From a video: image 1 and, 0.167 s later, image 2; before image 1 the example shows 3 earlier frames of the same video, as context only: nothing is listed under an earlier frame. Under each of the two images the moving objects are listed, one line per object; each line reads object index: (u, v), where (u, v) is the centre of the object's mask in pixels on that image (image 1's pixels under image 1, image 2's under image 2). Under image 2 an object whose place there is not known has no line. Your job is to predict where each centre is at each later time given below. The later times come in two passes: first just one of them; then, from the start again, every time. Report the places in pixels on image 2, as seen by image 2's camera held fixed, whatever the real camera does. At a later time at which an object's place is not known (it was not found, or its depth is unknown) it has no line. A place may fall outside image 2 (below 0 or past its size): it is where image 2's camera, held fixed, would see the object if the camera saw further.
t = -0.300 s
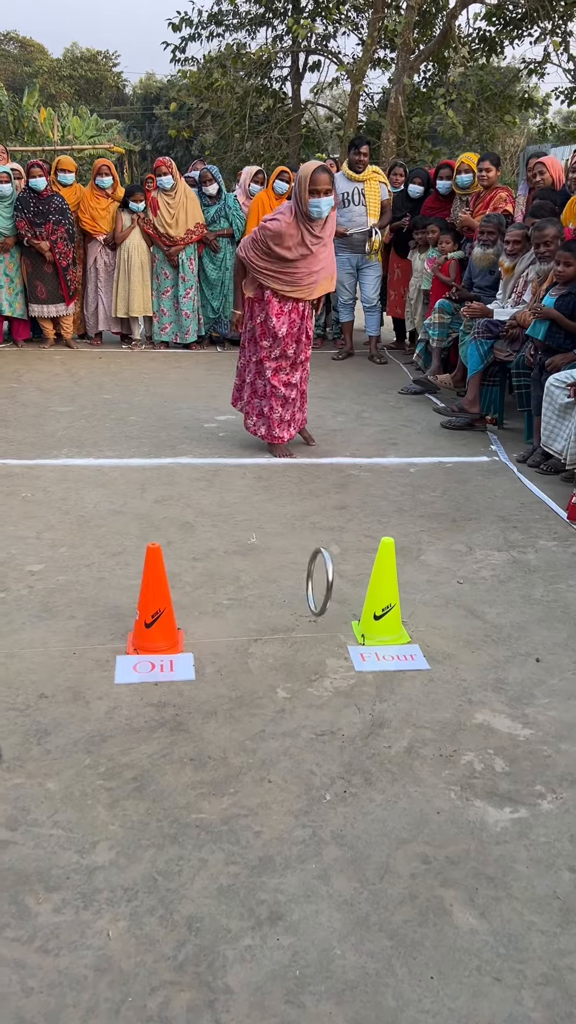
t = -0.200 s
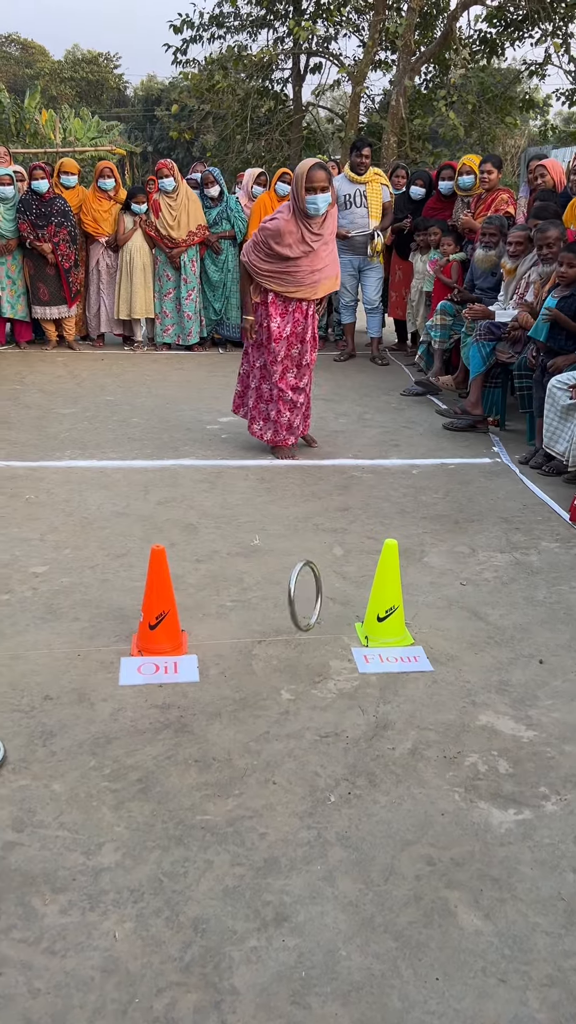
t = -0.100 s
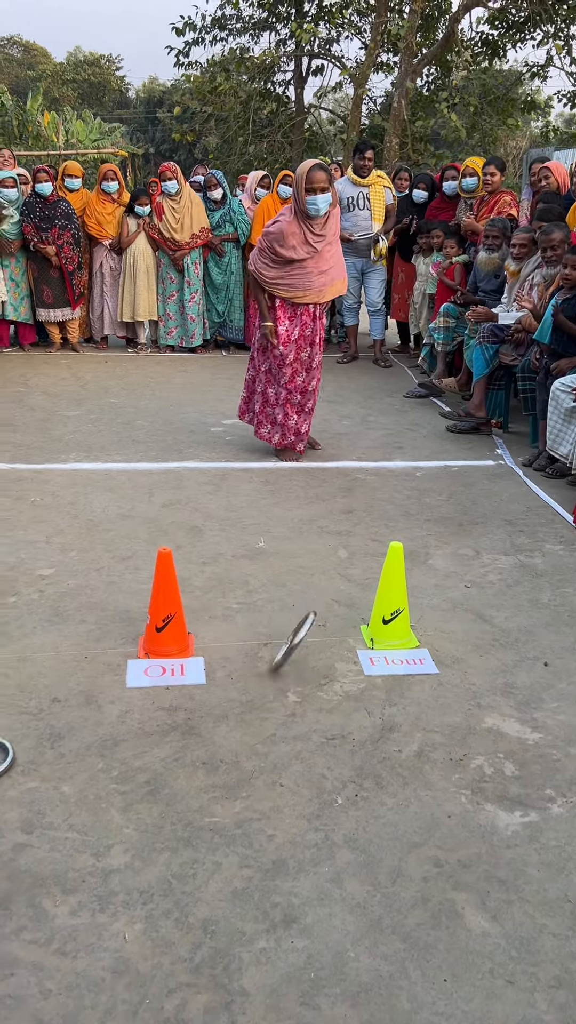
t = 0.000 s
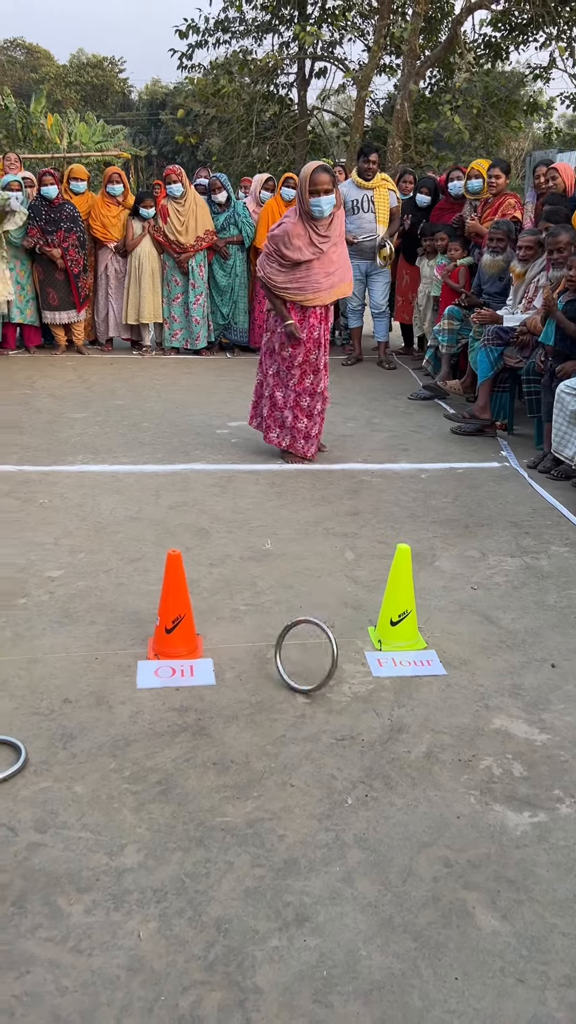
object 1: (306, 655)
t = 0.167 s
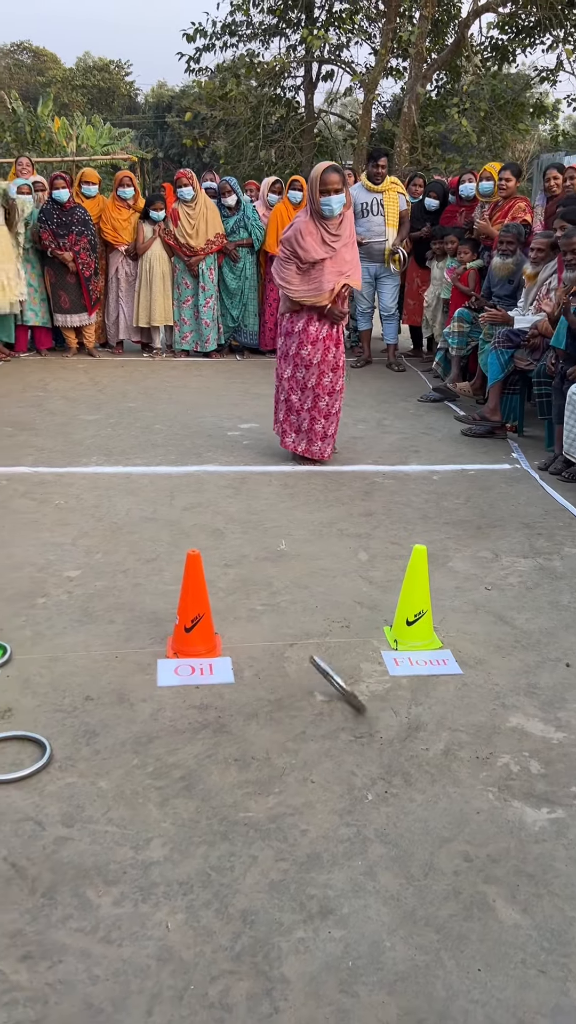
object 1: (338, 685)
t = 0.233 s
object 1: (338, 697)
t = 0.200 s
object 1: (339, 692)
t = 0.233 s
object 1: (338, 697)
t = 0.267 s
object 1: (336, 699)
